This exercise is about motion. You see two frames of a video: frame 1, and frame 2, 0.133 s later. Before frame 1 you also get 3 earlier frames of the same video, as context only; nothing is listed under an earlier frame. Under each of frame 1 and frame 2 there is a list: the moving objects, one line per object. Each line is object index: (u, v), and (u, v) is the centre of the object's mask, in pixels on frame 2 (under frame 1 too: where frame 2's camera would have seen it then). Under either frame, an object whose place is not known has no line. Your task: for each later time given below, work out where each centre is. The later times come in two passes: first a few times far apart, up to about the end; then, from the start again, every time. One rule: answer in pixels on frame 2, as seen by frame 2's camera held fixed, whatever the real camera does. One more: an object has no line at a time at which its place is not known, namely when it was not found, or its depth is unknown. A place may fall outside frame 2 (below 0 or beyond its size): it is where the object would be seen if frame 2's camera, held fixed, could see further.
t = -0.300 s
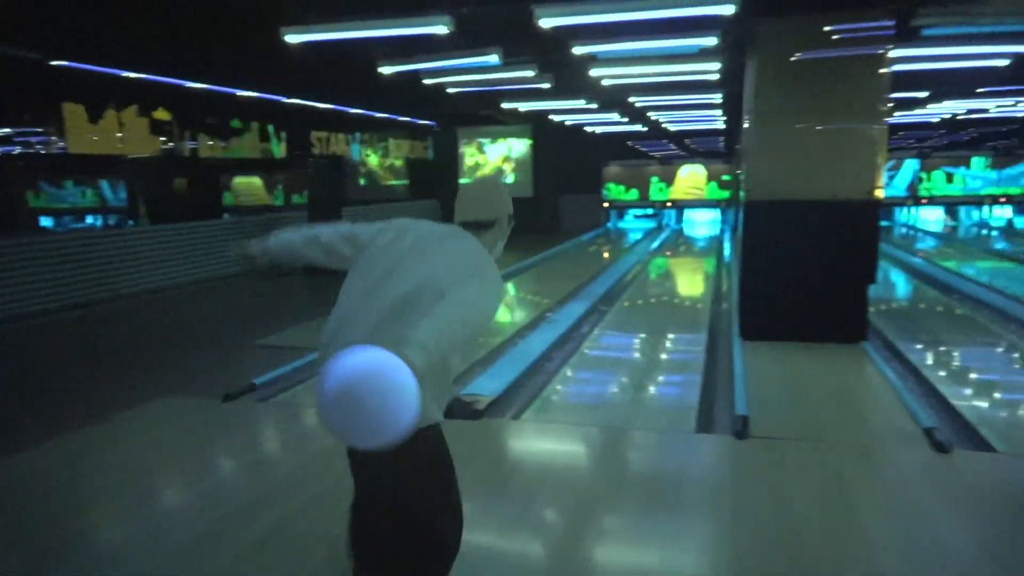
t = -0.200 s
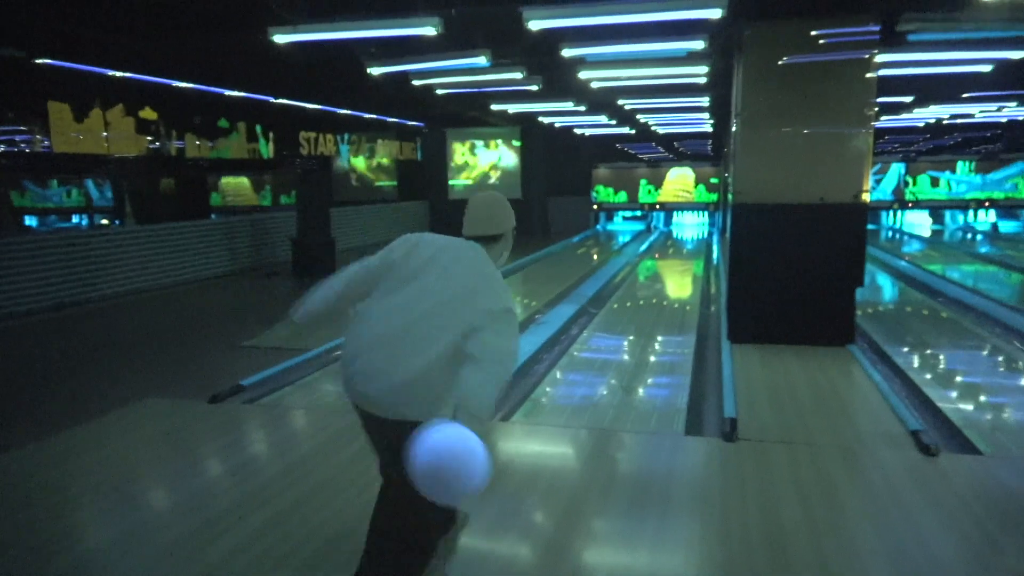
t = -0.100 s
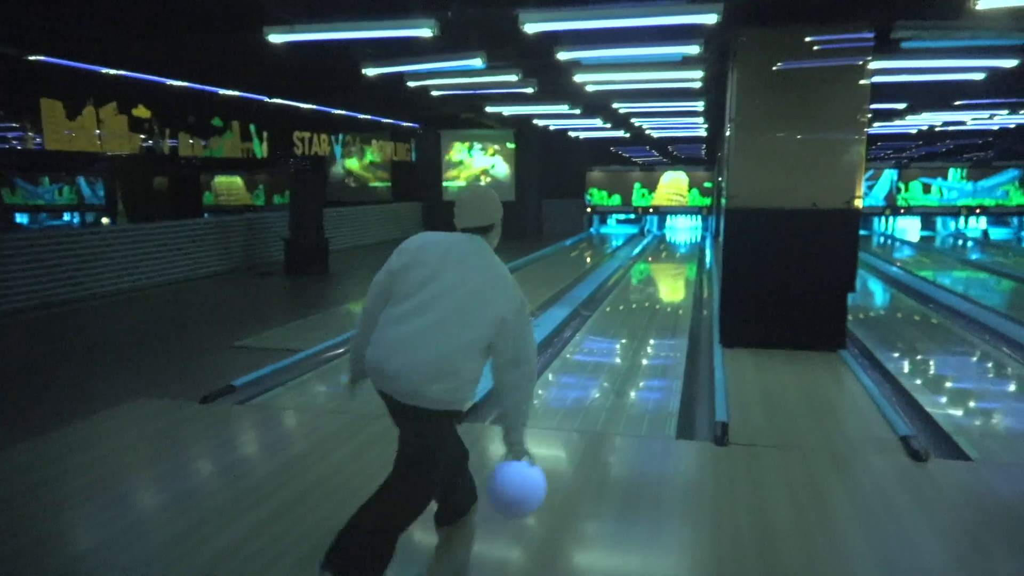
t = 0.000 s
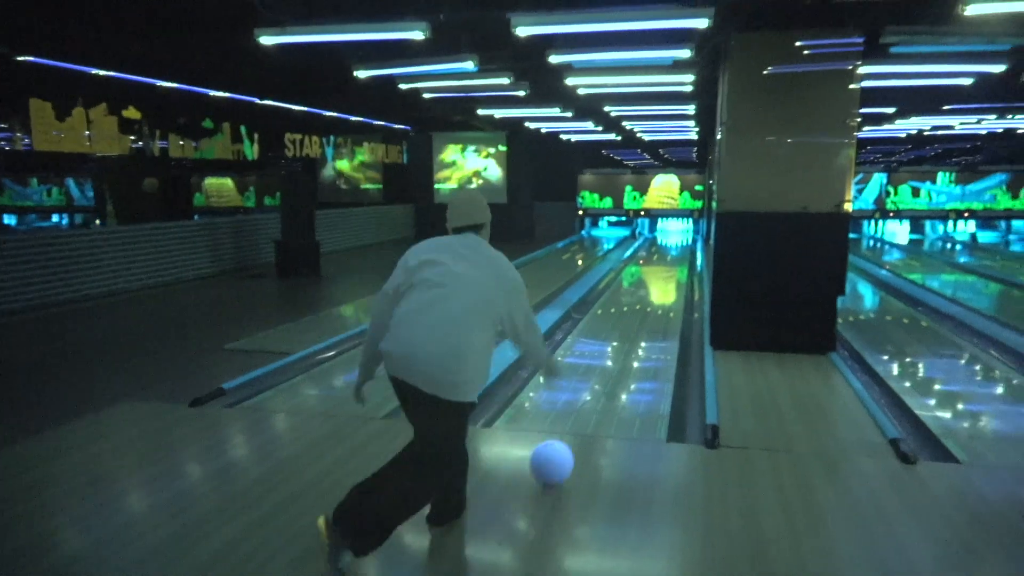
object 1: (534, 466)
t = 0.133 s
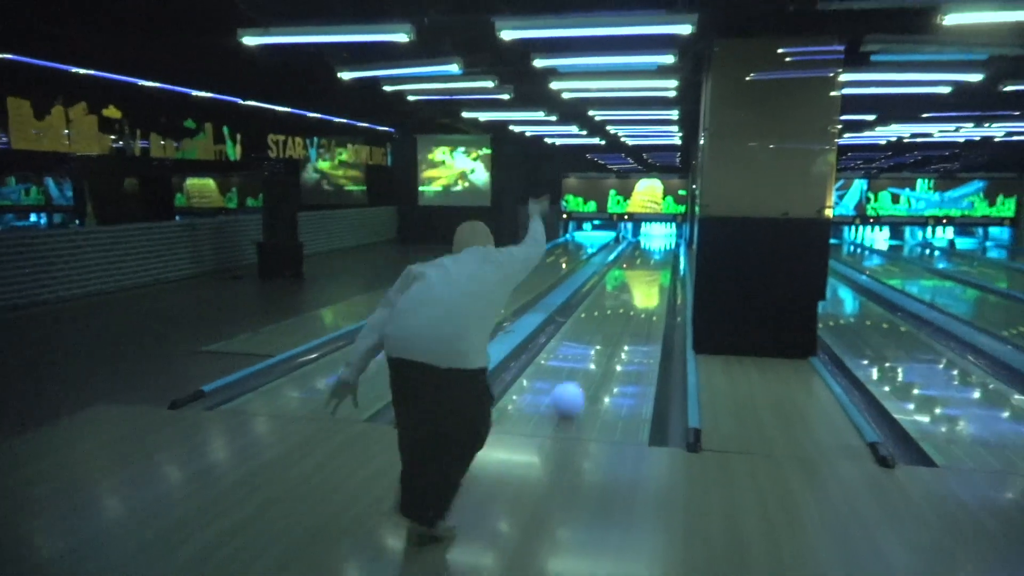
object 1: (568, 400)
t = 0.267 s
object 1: (589, 359)
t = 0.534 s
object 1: (611, 311)
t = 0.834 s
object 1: (625, 281)
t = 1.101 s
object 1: (632, 265)
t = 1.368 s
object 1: (638, 253)
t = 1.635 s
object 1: (641, 246)
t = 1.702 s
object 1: (642, 244)
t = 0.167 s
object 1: (574, 387)
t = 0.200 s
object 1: (579, 377)
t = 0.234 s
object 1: (583, 368)
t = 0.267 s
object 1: (589, 359)
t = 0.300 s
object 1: (592, 351)
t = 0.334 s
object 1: (596, 344)
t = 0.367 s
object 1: (598, 337)
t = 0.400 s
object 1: (601, 331)
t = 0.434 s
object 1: (604, 326)
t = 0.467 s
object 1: (606, 320)
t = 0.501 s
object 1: (609, 316)
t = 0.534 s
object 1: (611, 311)
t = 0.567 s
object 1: (613, 306)
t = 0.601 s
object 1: (615, 303)
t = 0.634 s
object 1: (616, 299)
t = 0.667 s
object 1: (618, 296)
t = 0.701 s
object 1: (620, 293)
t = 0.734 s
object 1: (621, 290)
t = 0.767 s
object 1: (622, 287)
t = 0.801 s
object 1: (624, 284)
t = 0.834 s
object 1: (625, 281)
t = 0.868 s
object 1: (626, 279)
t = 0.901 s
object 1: (627, 277)
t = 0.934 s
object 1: (628, 275)
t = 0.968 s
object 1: (629, 273)
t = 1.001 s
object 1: (630, 270)
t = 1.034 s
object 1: (630, 268)
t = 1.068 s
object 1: (631, 267)
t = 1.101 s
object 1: (632, 265)
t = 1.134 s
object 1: (633, 263)
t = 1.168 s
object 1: (634, 262)
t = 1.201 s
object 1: (635, 261)
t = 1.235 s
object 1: (635, 259)
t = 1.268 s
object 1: (636, 257)
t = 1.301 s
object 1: (637, 256)
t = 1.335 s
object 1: (637, 254)
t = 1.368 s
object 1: (638, 253)
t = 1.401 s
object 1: (639, 252)
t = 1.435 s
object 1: (639, 251)
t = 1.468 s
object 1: (639, 250)
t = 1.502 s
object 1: (640, 249)
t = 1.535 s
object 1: (640, 248)
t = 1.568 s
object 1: (640, 248)
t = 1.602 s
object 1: (640, 247)
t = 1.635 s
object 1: (641, 246)
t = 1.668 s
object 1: (641, 245)
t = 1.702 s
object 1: (642, 244)
